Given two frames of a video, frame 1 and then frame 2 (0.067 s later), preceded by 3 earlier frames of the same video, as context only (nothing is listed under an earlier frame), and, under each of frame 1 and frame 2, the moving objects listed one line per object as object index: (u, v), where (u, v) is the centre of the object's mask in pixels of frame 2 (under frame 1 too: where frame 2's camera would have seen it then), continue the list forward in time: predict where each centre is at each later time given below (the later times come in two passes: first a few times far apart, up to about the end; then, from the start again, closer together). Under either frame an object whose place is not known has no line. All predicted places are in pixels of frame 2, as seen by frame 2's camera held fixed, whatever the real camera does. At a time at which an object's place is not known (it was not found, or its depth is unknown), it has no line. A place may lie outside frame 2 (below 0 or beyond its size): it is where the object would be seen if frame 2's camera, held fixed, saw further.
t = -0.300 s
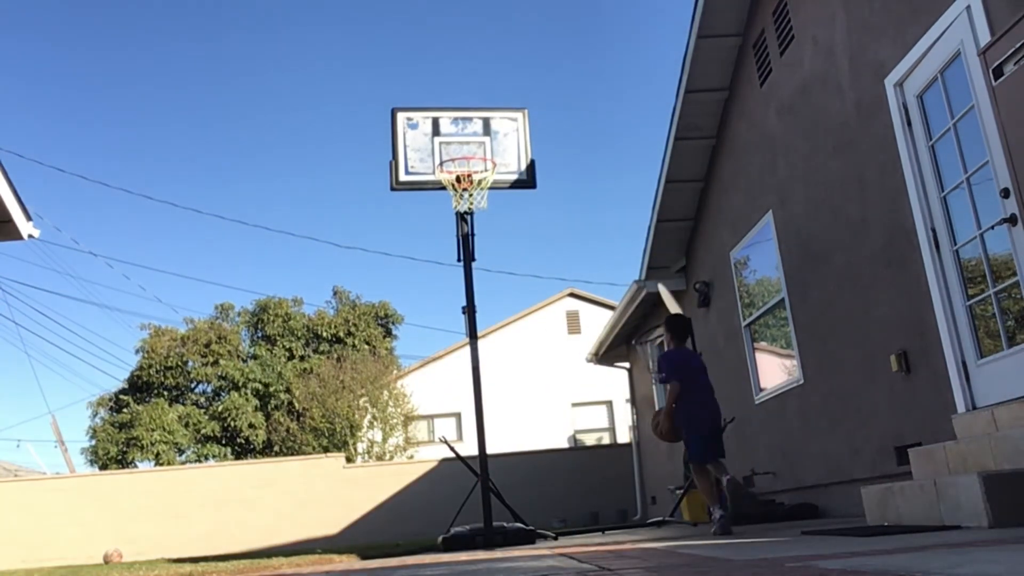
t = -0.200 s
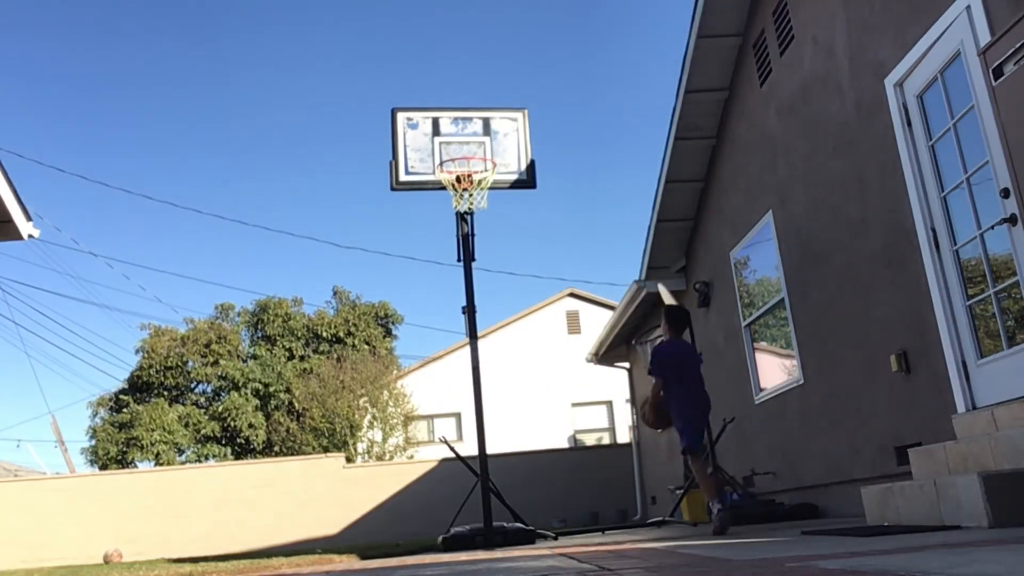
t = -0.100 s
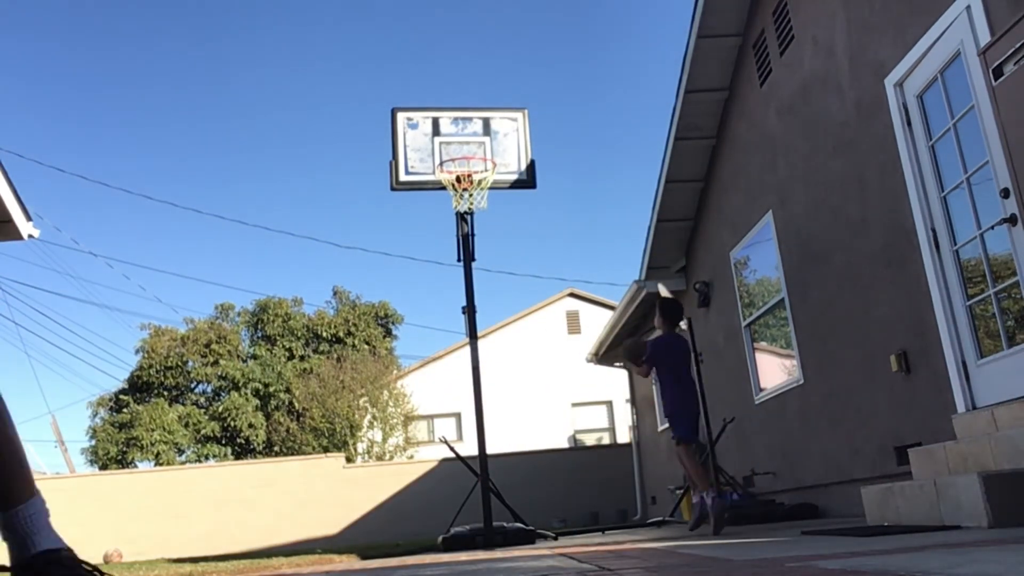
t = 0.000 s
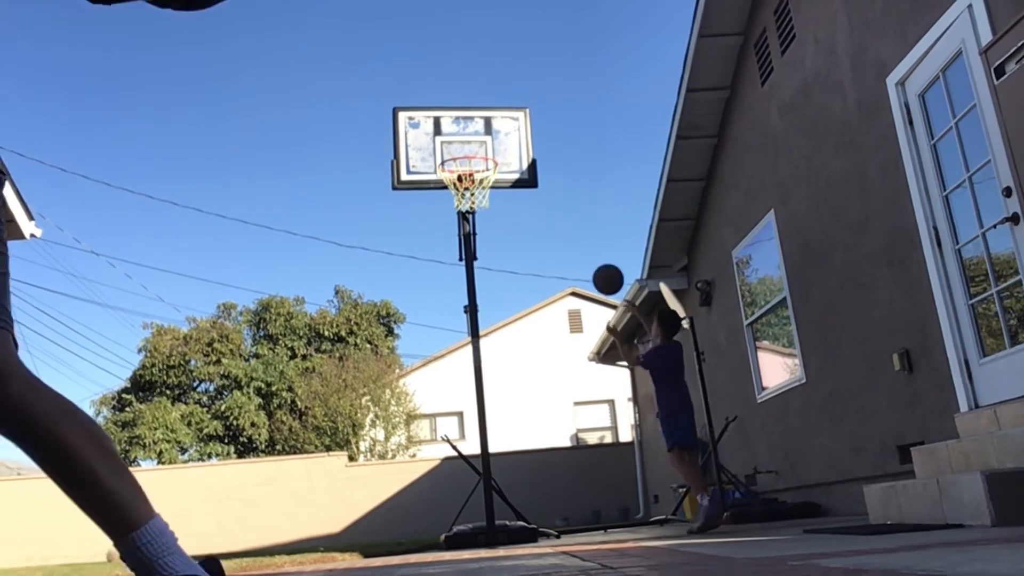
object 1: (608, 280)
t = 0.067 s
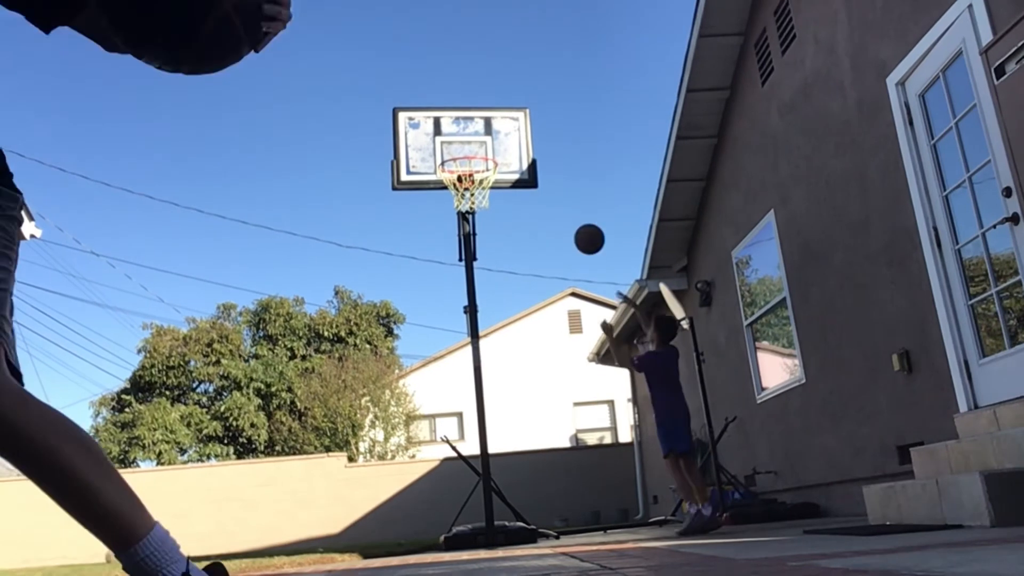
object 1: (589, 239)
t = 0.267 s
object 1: (542, 158)
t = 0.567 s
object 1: (487, 125)
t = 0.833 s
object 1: (444, 146)
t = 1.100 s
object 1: (428, 154)
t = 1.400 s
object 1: (417, 249)
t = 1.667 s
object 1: (411, 442)
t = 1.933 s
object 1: (395, 431)
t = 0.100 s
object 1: (581, 221)
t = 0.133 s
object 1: (572, 206)
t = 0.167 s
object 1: (564, 191)
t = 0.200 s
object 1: (557, 179)
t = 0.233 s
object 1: (549, 168)
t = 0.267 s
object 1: (542, 158)
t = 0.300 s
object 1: (535, 150)
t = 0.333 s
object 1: (529, 143)
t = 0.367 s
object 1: (522, 138)
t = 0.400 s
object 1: (516, 134)
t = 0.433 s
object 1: (509, 132)
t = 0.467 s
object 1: (504, 129)
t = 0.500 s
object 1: (498, 129)
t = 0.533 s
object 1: (492, 128)
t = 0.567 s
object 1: (487, 125)
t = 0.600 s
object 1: (482, 123)
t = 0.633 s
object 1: (477, 123)
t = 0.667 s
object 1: (472, 123)
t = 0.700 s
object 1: (466, 126)
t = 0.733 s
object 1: (461, 129)
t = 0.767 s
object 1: (456, 133)
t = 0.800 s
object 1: (451, 139)
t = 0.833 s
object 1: (444, 146)
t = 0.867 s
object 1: (440, 152)
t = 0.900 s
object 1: (438, 150)
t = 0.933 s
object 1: (436, 147)
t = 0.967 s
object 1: (434, 146)
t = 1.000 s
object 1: (433, 146)
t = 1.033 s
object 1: (431, 148)
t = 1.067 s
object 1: (429, 151)
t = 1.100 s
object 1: (428, 154)
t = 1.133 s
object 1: (426, 159)
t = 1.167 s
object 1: (425, 166)
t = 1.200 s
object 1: (424, 174)
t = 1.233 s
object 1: (423, 183)
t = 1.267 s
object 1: (421, 193)
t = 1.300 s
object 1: (420, 205)
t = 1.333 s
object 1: (419, 218)
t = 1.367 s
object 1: (418, 233)
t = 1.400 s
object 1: (417, 249)
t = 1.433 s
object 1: (416, 267)
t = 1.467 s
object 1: (415, 287)
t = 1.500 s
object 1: (414, 308)
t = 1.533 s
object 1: (414, 331)
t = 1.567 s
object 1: (413, 355)
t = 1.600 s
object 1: (412, 382)
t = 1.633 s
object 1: (411, 411)
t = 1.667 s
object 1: (411, 442)
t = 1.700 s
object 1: (411, 475)
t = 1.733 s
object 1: (411, 510)
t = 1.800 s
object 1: (407, 517)
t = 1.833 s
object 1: (404, 492)
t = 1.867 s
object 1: (400, 471)
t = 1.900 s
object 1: (398, 450)
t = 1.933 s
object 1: (395, 431)
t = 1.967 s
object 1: (392, 414)
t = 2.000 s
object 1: (390, 399)
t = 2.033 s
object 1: (387, 386)
